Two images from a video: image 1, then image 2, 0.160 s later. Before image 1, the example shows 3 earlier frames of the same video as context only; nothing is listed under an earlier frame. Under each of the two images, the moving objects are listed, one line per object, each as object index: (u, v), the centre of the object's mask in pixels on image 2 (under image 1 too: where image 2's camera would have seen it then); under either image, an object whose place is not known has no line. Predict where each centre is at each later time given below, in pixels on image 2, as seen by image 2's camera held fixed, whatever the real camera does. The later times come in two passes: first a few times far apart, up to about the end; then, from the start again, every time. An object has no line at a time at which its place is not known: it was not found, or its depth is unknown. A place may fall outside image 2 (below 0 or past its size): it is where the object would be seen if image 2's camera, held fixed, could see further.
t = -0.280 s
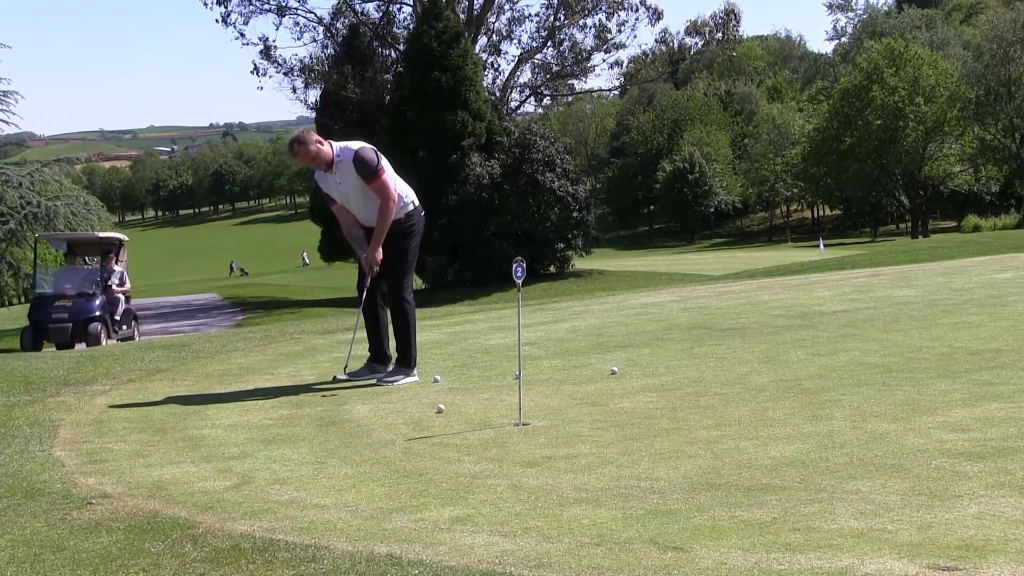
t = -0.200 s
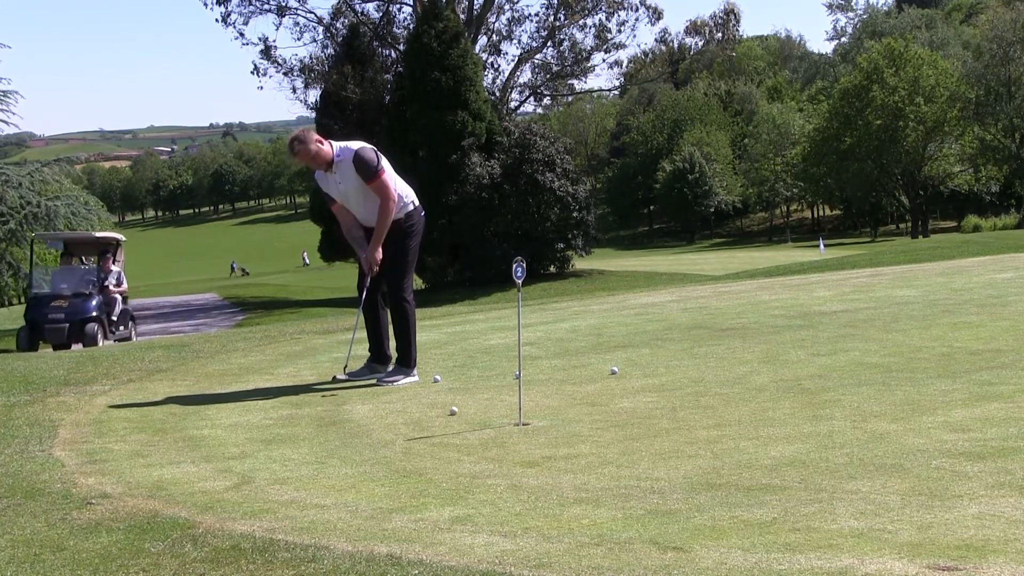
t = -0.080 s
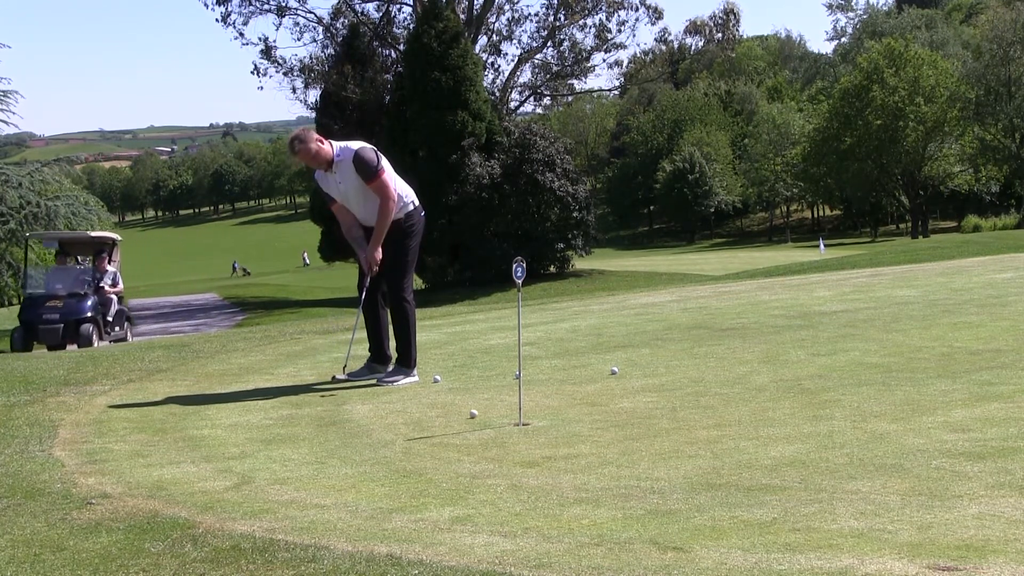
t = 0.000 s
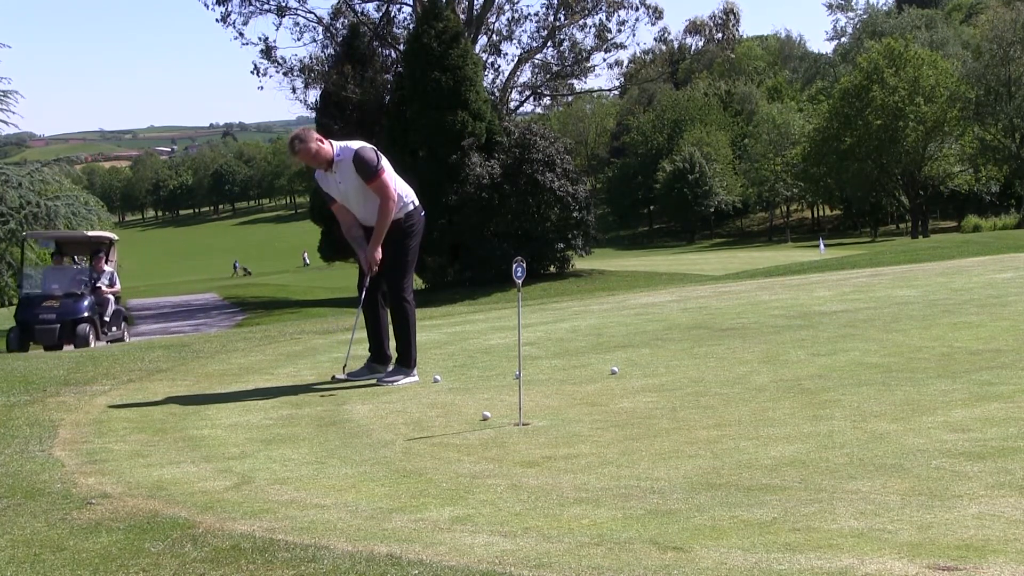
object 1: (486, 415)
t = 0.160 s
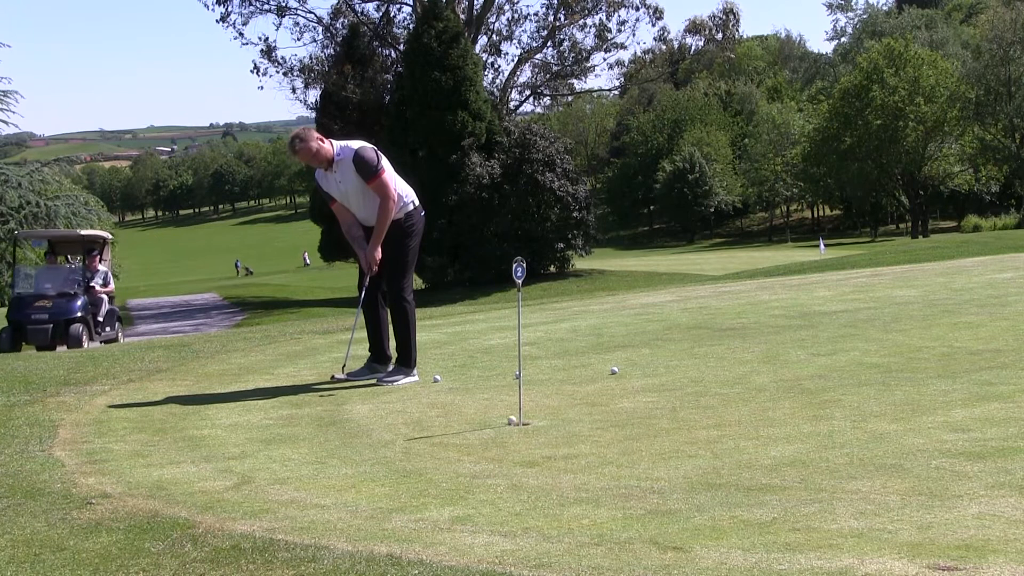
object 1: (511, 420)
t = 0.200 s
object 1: (515, 422)
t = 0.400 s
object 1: (524, 422)
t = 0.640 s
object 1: (537, 422)
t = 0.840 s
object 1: (545, 422)
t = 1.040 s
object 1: (551, 422)
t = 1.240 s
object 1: (554, 421)
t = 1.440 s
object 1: (554, 421)
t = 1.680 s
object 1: (554, 421)
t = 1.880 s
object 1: (554, 421)
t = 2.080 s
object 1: (554, 421)
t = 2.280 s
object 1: (554, 421)
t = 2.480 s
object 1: (554, 421)
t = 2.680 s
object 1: (554, 421)
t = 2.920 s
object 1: (554, 421)
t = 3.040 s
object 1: (554, 421)
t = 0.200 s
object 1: (515, 422)
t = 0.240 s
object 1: (515, 422)
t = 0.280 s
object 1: (516, 422)
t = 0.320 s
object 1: (518, 422)
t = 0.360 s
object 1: (521, 422)
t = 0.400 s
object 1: (524, 422)
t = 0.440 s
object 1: (526, 422)
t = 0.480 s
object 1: (528, 422)
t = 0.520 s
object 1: (531, 422)
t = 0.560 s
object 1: (533, 422)
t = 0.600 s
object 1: (535, 422)
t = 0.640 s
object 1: (537, 422)
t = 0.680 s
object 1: (539, 422)
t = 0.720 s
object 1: (541, 422)
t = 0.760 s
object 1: (542, 422)
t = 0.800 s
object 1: (544, 422)
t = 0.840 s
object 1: (545, 422)
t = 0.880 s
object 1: (546, 422)
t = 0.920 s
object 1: (547, 422)
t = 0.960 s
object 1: (549, 422)
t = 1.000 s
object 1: (550, 422)
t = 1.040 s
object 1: (551, 422)
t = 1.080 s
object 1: (552, 422)
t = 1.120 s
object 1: (553, 422)
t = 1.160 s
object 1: (553, 422)
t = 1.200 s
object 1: (553, 421)
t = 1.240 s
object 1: (554, 421)
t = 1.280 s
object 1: (554, 421)
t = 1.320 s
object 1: (554, 421)
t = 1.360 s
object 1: (555, 421)
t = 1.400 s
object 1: (555, 421)
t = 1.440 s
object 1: (554, 421)
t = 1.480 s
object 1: (554, 421)
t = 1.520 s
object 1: (554, 421)
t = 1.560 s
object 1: (554, 421)
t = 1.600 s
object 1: (554, 421)
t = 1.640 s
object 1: (554, 421)
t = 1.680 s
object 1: (554, 421)
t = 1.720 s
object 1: (554, 421)
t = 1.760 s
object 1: (554, 421)
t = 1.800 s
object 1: (554, 421)
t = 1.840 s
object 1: (554, 421)
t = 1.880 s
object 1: (554, 421)
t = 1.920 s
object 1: (554, 421)
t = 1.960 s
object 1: (554, 421)
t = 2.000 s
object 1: (554, 421)
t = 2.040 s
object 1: (554, 421)
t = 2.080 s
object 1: (554, 421)
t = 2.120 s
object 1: (554, 421)
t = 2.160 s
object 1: (554, 421)
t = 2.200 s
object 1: (554, 421)
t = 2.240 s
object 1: (554, 421)
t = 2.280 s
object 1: (554, 421)
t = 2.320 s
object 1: (554, 421)
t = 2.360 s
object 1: (554, 421)
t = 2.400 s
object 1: (554, 421)
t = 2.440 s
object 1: (554, 421)
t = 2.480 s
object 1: (554, 421)
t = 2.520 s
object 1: (554, 421)
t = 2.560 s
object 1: (554, 421)
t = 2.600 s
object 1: (554, 421)
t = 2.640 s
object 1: (554, 421)
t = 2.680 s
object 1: (554, 421)
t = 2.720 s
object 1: (554, 421)
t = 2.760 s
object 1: (554, 421)
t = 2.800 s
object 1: (554, 421)
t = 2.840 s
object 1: (554, 421)
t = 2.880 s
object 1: (554, 421)
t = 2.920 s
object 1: (554, 421)
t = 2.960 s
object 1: (554, 421)
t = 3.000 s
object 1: (554, 421)
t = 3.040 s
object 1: (554, 421)
